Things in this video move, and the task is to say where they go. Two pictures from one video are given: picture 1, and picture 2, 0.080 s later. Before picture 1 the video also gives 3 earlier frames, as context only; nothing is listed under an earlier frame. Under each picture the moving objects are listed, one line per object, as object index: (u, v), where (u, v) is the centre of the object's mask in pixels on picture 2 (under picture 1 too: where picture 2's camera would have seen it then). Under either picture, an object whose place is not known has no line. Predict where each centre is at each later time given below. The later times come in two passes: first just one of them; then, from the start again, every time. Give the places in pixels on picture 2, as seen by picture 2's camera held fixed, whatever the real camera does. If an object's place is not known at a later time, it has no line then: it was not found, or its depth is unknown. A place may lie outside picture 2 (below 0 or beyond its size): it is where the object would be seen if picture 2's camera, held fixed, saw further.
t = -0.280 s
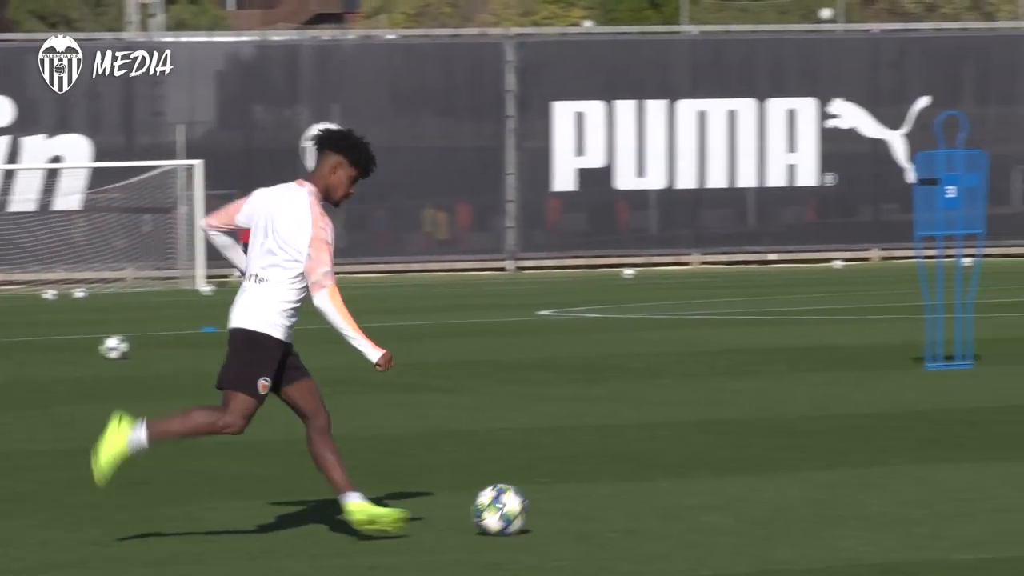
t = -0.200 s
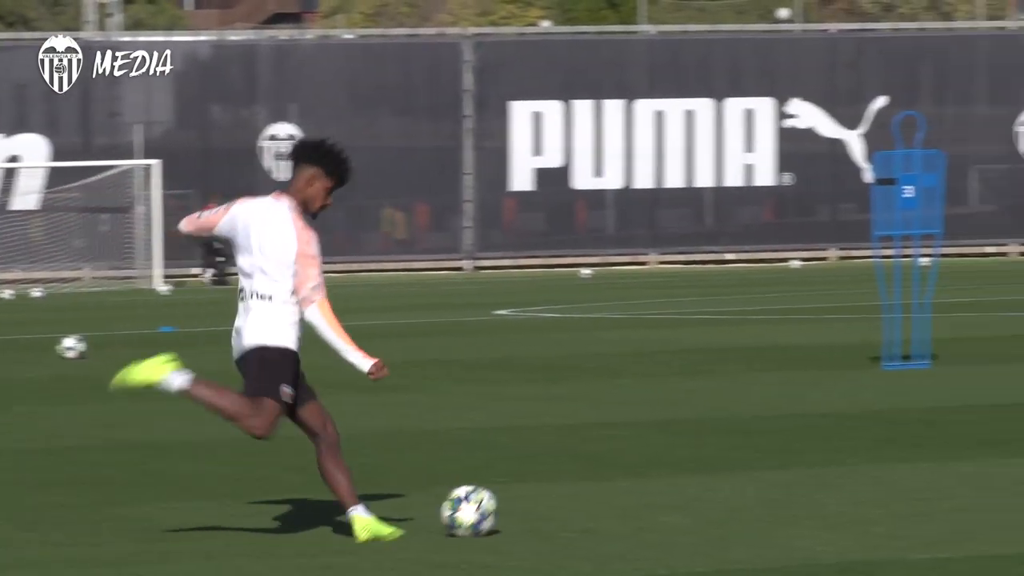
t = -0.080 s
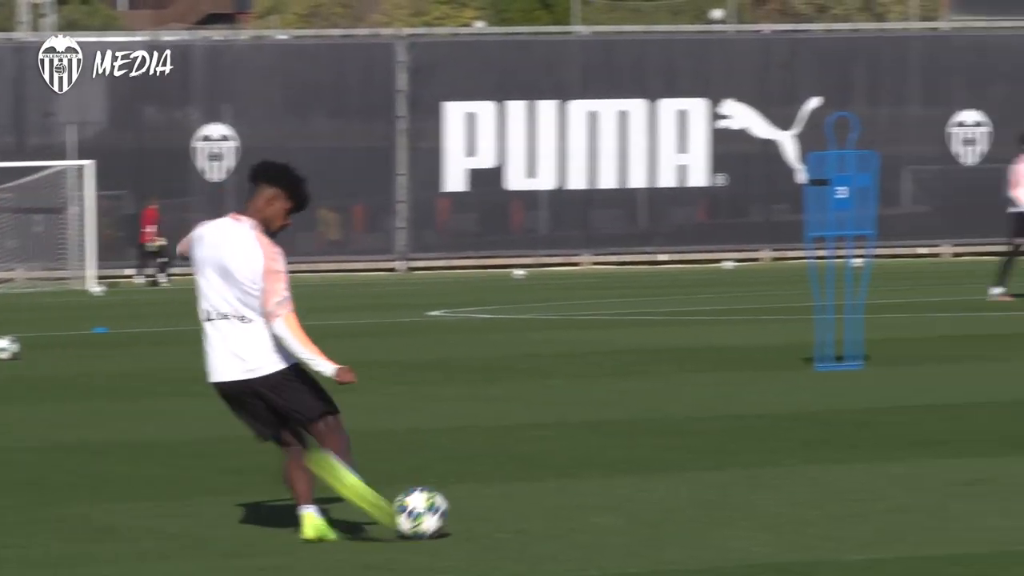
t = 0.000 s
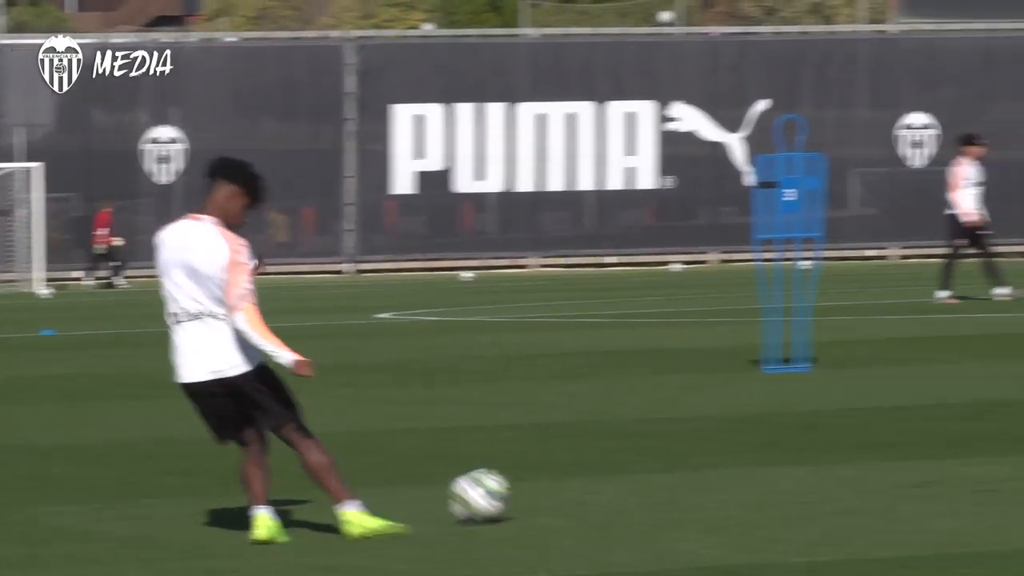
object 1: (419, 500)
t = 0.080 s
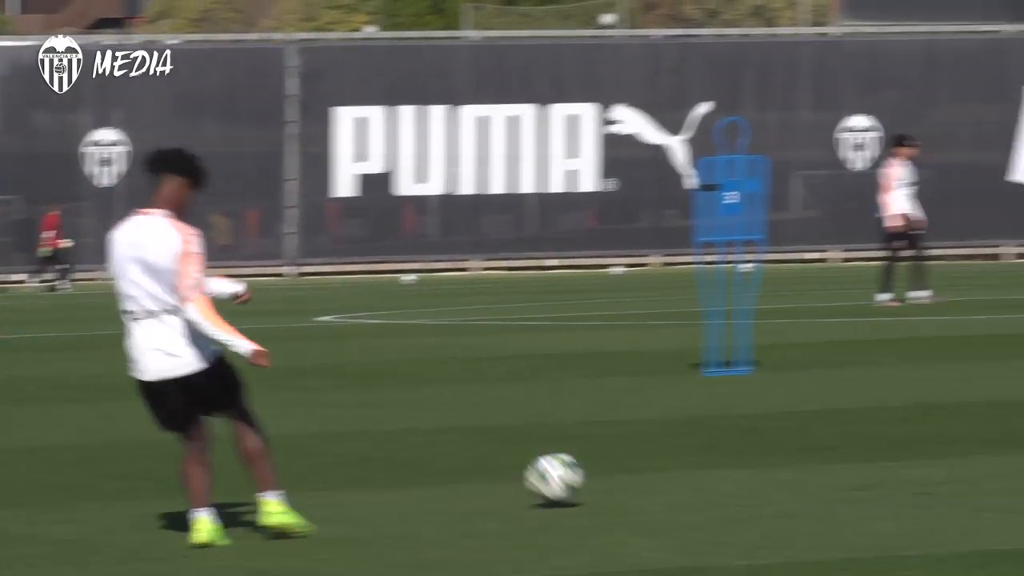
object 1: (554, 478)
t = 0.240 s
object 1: (771, 447)
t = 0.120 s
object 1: (614, 470)
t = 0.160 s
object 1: (671, 465)
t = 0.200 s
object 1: (723, 458)
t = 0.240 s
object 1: (771, 447)
